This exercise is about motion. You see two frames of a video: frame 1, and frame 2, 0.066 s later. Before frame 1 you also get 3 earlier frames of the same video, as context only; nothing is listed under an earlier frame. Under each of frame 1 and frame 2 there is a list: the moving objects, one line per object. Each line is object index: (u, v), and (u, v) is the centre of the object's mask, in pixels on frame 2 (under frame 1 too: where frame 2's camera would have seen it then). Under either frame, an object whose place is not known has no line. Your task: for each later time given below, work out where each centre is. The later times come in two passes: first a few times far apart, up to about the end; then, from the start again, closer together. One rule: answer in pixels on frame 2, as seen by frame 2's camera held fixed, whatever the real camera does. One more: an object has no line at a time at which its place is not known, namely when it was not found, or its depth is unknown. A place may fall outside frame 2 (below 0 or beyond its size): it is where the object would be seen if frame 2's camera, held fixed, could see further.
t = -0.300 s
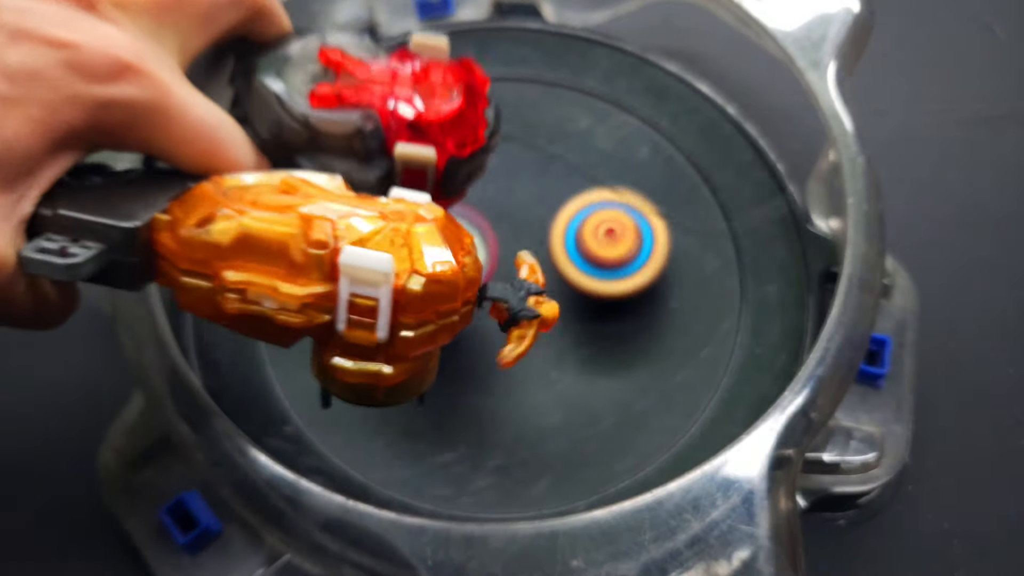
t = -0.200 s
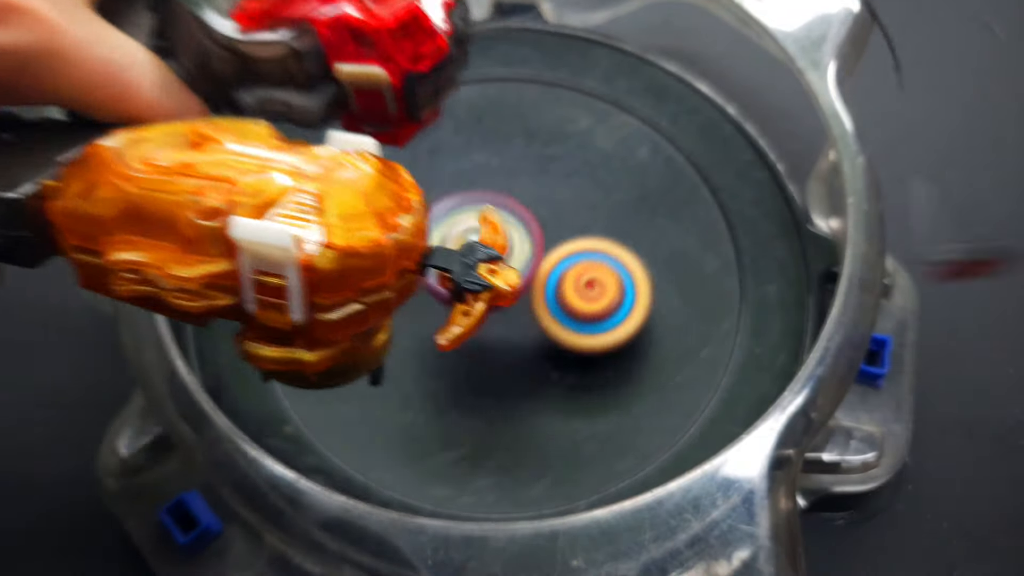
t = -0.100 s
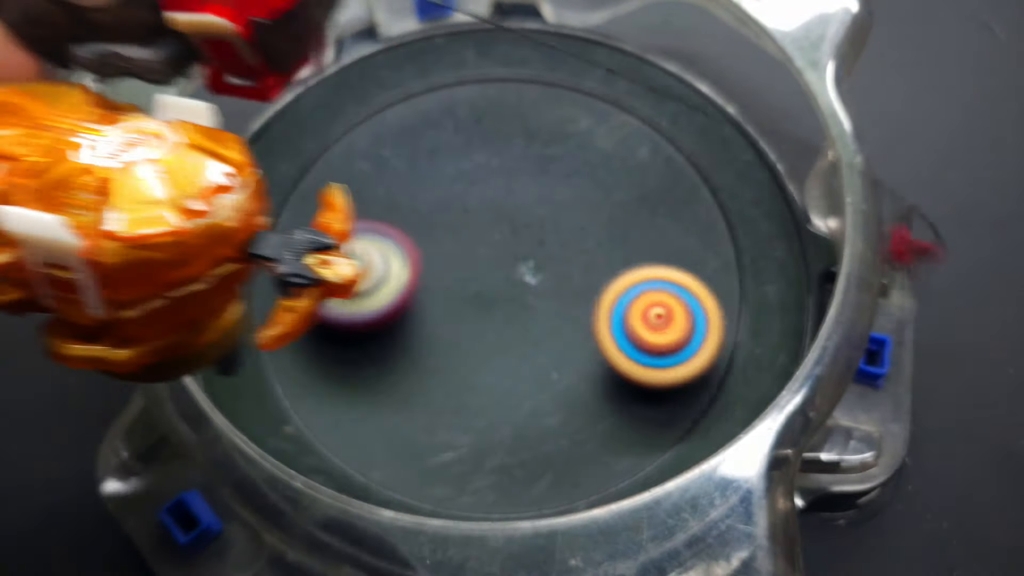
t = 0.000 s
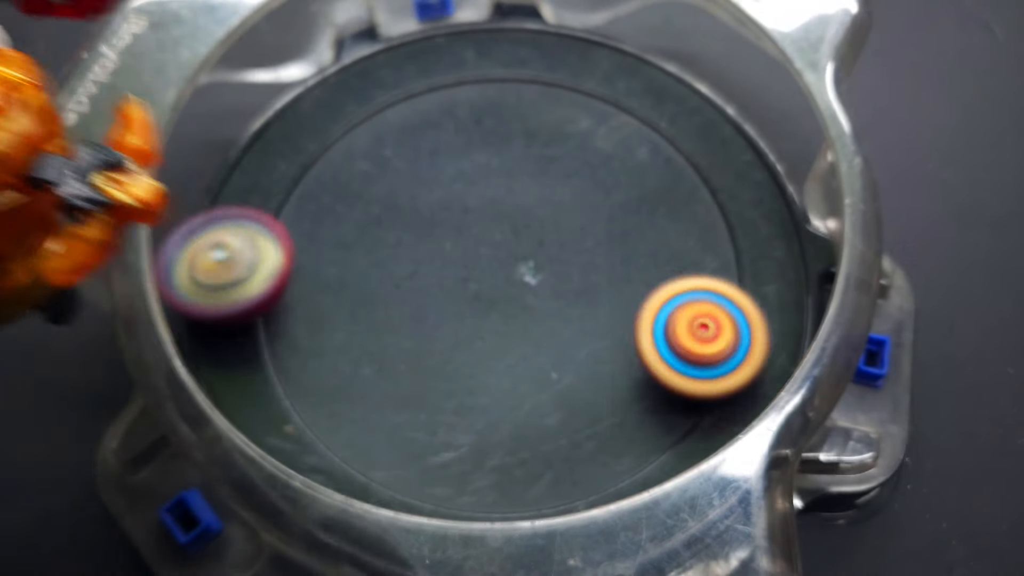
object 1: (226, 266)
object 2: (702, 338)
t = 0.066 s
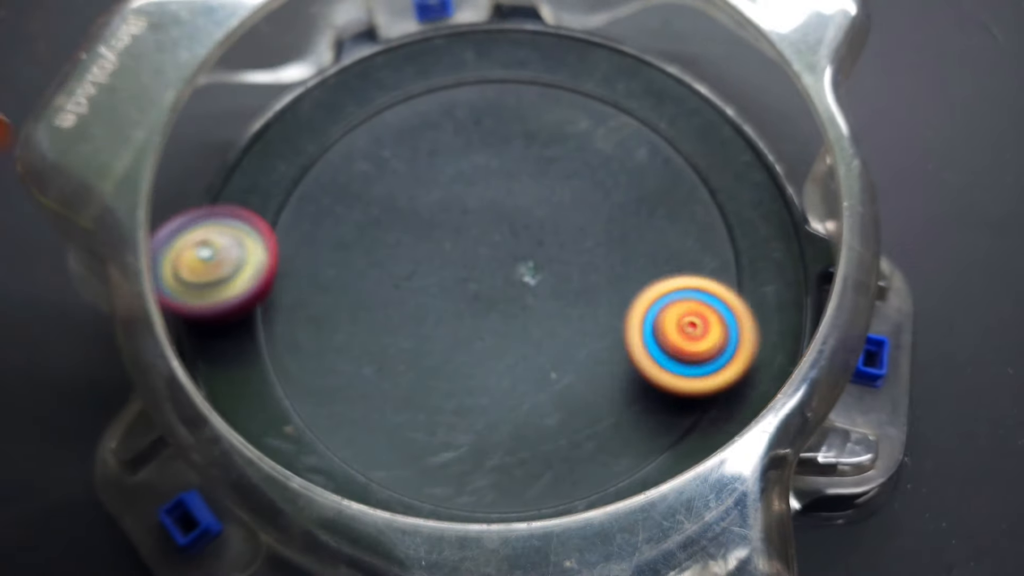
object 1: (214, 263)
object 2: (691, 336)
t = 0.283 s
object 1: (371, 295)
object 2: (508, 289)
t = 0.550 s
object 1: (298, 364)
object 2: (613, 259)
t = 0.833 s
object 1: (444, 448)
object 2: (570, 259)
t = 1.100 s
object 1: (481, 342)
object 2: (626, 158)
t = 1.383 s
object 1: (426, 142)
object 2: (664, 242)
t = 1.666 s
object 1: (303, 213)
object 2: (489, 285)
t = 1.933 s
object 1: (412, 436)
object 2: (398, 163)
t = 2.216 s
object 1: (705, 259)
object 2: (541, 133)
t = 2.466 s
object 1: (560, 57)
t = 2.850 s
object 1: (267, 103)
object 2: (340, 472)
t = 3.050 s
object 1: (274, 234)
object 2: (560, 375)
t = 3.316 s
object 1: (504, 388)
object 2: (615, 200)
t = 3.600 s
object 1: (686, 165)
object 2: (519, 294)
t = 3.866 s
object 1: (467, 79)
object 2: (396, 333)
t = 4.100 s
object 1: (304, 207)
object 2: (424, 250)
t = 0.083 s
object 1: (218, 262)
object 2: (685, 335)
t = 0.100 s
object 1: (224, 261)
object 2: (676, 334)
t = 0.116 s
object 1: (233, 261)
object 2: (665, 331)
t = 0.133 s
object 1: (241, 261)
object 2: (653, 329)
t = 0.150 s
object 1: (253, 263)
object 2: (640, 327)
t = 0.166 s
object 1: (265, 266)
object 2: (625, 324)
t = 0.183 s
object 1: (278, 268)
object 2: (611, 321)
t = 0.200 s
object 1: (291, 271)
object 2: (594, 316)
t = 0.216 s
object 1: (306, 275)
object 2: (577, 313)
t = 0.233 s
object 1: (321, 279)
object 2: (561, 308)
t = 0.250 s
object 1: (338, 284)
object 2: (543, 302)
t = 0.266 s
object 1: (355, 290)
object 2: (525, 295)
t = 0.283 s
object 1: (371, 295)
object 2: (508, 289)
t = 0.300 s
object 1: (375, 298)
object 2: (504, 282)
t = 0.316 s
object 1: (362, 299)
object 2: (515, 276)
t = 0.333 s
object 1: (350, 301)
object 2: (525, 271)
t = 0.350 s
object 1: (338, 303)
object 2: (537, 266)
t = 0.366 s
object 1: (327, 305)
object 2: (547, 261)
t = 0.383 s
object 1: (319, 308)
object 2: (556, 257)
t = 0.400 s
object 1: (310, 312)
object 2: (565, 253)
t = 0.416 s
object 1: (303, 316)
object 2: (574, 251)
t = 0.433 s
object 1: (298, 321)
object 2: (581, 249)
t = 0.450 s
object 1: (293, 326)
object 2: (588, 248)
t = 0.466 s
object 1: (290, 332)
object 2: (594, 248)
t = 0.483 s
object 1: (289, 337)
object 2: (599, 248)
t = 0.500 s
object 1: (289, 343)
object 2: (604, 250)
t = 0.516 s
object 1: (291, 350)
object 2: (608, 252)
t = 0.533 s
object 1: (294, 357)
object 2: (611, 255)
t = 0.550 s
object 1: (298, 364)
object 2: (613, 259)
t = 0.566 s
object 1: (305, 371)
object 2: (615, 264)
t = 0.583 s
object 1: (312, 378)
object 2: (615, 269)
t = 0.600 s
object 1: (320, 385)
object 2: (615, 274)
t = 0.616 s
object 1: (330, 392)
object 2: (614, 280)
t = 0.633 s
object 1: (341, 399)
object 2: (611, 286)
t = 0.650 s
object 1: (354, 405)
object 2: (606, 292)
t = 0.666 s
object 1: (368, 411)
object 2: (600, 299)
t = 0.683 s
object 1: (383, 416)
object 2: (593, 304)
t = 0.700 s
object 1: (398, 418)
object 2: (585, 308)
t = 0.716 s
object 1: (417, 420)
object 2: (574, 312)
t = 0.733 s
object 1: (434, 420)
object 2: (564, 315)
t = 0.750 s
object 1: (450, 418)
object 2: (552, 317)
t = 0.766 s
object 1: (465, 417)
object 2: (542, 316)
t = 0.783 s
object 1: (459, 426)
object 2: (549, 301)
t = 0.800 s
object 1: (453, 435)
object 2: (556, 288)
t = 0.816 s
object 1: (447, 442)
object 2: (564, 273)
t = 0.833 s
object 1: (444, 448)
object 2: (570, 259)
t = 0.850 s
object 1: (441, 451)
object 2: (575, 246)
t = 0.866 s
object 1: (439, 452)
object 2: (580, 233)
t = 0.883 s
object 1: (438, 451)
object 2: (584, 223)
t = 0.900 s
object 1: (438, 451)
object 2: (588, 211)
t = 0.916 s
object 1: (439, 447)
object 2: (592, 202)
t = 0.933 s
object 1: (441, 443)
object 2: (595, 193)
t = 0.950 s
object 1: (445, 436)
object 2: (599, 186)
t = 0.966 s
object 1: (448, 429)
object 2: (602, 179)
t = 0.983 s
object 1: (452, 420)
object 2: (605, 174)
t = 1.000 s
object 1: (456, 411)
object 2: (609, 169)
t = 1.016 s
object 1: (460, 401)
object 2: (612, 165)
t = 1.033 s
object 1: (465, 390)
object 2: (614, 163)
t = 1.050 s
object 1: (468, 380)
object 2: (617, 161)
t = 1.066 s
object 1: (473, 367)
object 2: (621, 159)
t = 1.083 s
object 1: (477, 355)
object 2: (624, 158)
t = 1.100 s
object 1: (481, 342)
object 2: (626, 158)
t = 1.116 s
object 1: (484, 328)
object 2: (630, 159)
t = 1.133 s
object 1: (488, 314)
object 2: (634, 160)
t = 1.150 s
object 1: (489, 302)
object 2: (637, 161)
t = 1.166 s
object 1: (490, 287)
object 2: (640, 165)
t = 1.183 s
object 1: (490, 273)
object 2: (643, 167)
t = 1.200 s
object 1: (489, 260)
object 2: (647, 171)
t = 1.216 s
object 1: (487, 246)
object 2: (650, 175)
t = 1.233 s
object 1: (484, 233)
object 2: (654, 180)
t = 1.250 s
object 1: (481, 222)
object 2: (657, 185)
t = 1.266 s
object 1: (476, 209)
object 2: (660, 190)
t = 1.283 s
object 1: (471, 197)
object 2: (662, 196)
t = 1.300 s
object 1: (465, 187)
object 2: (664, 203)
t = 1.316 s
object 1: (458, 176)
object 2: (666, 210)
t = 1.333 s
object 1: (451, 166)
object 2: (667, 217)
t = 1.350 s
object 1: (443, 157)
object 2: (666, 225)
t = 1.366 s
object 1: (435, 149)
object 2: (665, 234)
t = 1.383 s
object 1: (426, 142)
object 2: (664, 242)
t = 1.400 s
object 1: (417, 136)
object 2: (662, 249)
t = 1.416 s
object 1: (406, 129)
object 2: (658, 256)
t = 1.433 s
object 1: (396, 124)
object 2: (654, 264)
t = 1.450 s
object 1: (386, 121)
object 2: (647, 270)
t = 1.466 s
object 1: (375, 118)
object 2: (640, 276)
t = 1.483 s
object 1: (365, 117)
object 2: (631, 281)
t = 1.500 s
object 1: (354, 117)
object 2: (622, 286)
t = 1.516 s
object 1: (344, 120)
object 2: (611, 290)
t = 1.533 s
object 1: (338, 126)
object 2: (599, 293)
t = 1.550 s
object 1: (333, 134)
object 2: (587, 295)
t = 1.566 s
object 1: (327, 144)
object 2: (574, 296)
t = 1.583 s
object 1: (322, 153)
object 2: (560, 297)
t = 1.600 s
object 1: (317, 163)
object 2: (547, 297)
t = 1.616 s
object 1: (313, 174)
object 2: (532, 296)
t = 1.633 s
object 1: (309, 187)
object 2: (517, 293)
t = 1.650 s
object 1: (306, 199)
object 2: (503, 290)
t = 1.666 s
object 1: (303, 213)
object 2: (489, 285)
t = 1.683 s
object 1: (301, 227)
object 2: (475, 280)
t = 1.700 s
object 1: (299, 241)
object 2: (464, 274)
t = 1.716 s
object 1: (299, 256)
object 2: (452, 268)
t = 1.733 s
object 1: (299, 271)
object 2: (441, 261)
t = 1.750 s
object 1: (300, 287)
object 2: (431, 255)
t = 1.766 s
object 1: (302, 302)
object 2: (422, 248)
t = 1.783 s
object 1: (306, 319)
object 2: (414, 239)
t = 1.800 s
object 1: (311, 334)
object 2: (407, 231)
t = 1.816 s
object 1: (317, 349)
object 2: (401, 223)
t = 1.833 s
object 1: (327, 364)
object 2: (397, 214)
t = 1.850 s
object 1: (336, 378)
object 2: (395, 206)
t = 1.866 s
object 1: (347, 392)
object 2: (393, 197)
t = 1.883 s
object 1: (361, 405)
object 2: (392, 188)
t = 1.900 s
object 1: (376, 416)
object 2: (393, 180)
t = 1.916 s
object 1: (392, 427)
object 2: (395, 172)
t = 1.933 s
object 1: (412, 436)
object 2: (398, 163)
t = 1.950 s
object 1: (433, 443)
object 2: (402, 155)
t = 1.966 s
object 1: (454, 446)
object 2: (407, 148)
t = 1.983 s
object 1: (476, 448)
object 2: (413, 141)
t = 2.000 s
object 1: (500, 447)
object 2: (420, 135)
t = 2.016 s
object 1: (522, 444)
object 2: (429, 129)
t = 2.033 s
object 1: (544, 437)
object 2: (437, 125)
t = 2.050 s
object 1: (566, 428)
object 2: (445, 121)
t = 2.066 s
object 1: (586, 419)
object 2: (455, 119)
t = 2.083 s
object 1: (606, 406)
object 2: (466, 118)
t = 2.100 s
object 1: (625, 392)
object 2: (476, 118)
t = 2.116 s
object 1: (641, 377)
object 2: (486, 118)
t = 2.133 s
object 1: (657, 359)
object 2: (497, 119)
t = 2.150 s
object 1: (670, 341)
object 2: (506, 121)
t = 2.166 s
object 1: (681, 323)
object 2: (516, 123)
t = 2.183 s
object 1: (691, 301)
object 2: (526, 126)
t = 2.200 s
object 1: (699, 279)
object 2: (534, 129)
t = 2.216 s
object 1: (705, 259)
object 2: (541, 133)
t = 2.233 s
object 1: (708, 237)
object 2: (548, 138)
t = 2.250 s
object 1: (710, 215)
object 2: (555, 144)
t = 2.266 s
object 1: (710, 194)
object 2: (560, 151)
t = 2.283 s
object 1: (706, 173)
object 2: (565, 159)
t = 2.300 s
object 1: (701, 153)
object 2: (569, 168)
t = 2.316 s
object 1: (692, 133)
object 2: (572, 178)
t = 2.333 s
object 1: (681, 116)
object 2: (574, 190)
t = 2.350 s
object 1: (668, 100)
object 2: (575, 202)
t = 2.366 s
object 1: (653, 86)
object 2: (575, 215)
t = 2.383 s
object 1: (638, 71)
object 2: (573, 228)
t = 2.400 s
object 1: (625, 58)
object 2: (570, 242)
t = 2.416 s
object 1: (609, 43)
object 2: (565, 255)
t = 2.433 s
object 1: (593, 42)
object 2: (557, 271)
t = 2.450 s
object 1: (577, 49)
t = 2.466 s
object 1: (560, 57)
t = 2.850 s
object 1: (267, 103)
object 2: (340, 472)
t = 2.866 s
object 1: (266, 112)
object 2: (366, 457)
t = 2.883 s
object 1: (264, 124)
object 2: (383, 458)
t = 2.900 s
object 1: (262, 131)
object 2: (405, 459)
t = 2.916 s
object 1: (261, 140)
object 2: (424, 459)
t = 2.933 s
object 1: (260, 150)
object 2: (442, 453)
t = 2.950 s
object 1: (261, 161)
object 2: (462, 447)
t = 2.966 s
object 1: (261, 172)
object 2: (482, 436)
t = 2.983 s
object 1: (261, 183)
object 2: (498, 426)
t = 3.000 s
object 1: (263, 195)
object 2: (515, 413)
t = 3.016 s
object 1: (264, 206)
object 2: (530, 401)
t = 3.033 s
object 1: (269, 220)
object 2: (545, 389)
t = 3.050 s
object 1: (274, 234)
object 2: (560, 375)
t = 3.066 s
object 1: (280, 248)
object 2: (571, 360)
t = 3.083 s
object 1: (287, 262)
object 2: (581, 347)
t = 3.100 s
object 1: (295, 277)
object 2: (591, 333)
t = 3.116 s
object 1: (303, 290)
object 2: (599, 319)
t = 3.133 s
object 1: (314, 303)
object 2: (605, 306)
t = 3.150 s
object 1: (325, 317)
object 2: (611, 291)
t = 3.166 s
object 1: (338, 331)
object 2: (615, 279)
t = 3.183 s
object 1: (352, 343)
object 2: (619, 267)
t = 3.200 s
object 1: (368, 354)
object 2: (622, 255)
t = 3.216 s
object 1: (384, 365)
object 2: (623, 244)
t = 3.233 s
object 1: (402, 373)
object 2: (624, 234)
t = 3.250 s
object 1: (422, 380)
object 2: (622, 224)
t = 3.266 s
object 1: (442, 385)
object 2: (622, 217)
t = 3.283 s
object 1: (461, 388)
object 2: (620, 210)
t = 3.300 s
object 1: (482, 389)
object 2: (617, 205)
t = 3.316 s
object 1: (504, 388)
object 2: (615, 200)
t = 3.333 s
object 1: (524, 384)
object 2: (611, 198)
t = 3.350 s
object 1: (546, 379)
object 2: (607, 195)
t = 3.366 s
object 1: (566, 372)
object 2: (603, 195)
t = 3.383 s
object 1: (584, 364)
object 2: (598, 195)
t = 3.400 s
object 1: (603, 352)
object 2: (593, 196)
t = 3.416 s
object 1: (620, 340)
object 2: (587, 199)
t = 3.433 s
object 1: (637, 328)
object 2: (581, 202)
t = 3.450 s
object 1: (651, 312)
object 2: (574, 209)
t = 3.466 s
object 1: (662, 297)
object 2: (568, 215)
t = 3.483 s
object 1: (672, 281)
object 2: (562, 222)
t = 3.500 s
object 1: (679, 263)
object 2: (556, 231)
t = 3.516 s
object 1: (685, 245)
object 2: (550, 240)
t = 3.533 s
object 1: (689, 230)
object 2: (544, 250)
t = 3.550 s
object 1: (691, 212)
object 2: (538, 261)
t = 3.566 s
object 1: (690, 197)
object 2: (532, 272)
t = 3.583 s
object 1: (689, 182)
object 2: (527, 284)
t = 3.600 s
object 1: (686, 165)
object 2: (519, 294)
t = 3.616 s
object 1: (682, 152)
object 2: (512, 304)
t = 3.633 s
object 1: (676, 138)
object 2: (504, 313)
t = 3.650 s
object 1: (670, 123)
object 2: (495, 321)
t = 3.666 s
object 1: (661, 111)
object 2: (487, 329)
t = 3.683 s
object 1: (650, 102)
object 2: (480, 334)
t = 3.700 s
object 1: (636, 93)
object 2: (472, 339)
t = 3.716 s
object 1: (621, 87)
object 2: (464, 342)
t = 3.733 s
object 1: (605, 82)
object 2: (456, 345)
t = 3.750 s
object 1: (586, 79)
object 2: (448, 347)
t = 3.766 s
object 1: (568, 77)
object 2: (439, 348)
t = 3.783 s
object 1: (550, 76)
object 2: (432, 348)
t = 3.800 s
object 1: (531, 74)
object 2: (424, 347)
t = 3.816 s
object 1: (516, 74)
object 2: (416, 344)
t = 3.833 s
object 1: (499, 74)
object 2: (410, 342)
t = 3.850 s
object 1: (482, 76)
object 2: (403, 338)
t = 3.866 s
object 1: (467, 79)
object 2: (396, 333)
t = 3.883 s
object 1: (452, 82)
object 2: (391, 328)
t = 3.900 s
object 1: (436, 87)
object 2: (386, 321)
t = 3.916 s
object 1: (423, 92)
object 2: (382, 314)
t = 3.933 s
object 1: (409, 98)
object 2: (381, 308)
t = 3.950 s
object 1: (395, 105)
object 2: (379, 300)
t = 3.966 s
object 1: (383, 112)
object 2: (380, 292)
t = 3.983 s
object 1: (370, 121)
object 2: (381, 285)
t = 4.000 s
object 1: (358, 130)
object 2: (384, 278)
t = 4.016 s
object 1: (347, 140)
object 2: (388, 271)
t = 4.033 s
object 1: (337, 151)
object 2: (393, 266)
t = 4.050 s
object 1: (326, 164)
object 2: (400, 261)
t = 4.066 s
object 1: (317, 177)
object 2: (407, 256)
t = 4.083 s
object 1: (310, 191)
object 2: (415, 253)
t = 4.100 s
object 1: (304, 207)
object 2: (424, 250)
